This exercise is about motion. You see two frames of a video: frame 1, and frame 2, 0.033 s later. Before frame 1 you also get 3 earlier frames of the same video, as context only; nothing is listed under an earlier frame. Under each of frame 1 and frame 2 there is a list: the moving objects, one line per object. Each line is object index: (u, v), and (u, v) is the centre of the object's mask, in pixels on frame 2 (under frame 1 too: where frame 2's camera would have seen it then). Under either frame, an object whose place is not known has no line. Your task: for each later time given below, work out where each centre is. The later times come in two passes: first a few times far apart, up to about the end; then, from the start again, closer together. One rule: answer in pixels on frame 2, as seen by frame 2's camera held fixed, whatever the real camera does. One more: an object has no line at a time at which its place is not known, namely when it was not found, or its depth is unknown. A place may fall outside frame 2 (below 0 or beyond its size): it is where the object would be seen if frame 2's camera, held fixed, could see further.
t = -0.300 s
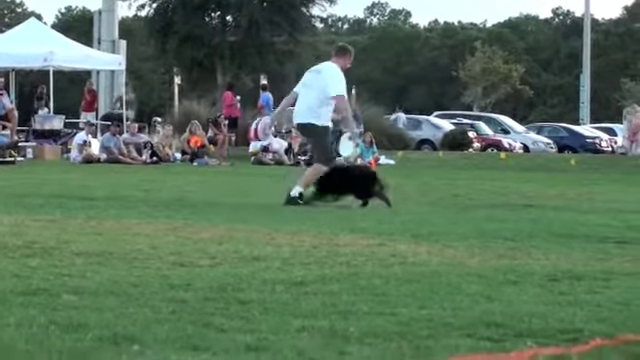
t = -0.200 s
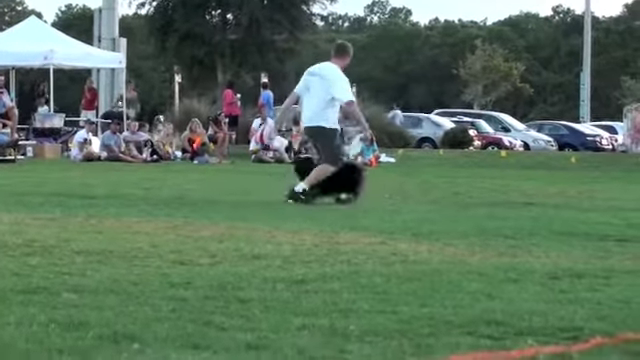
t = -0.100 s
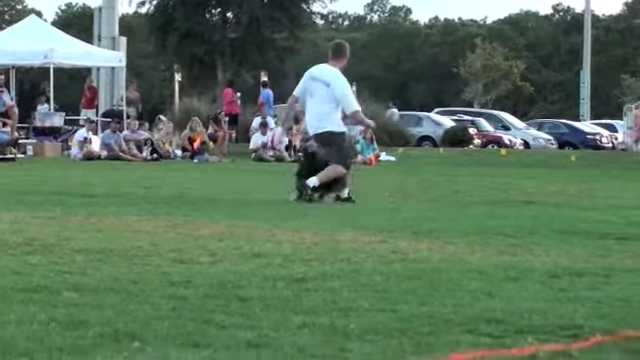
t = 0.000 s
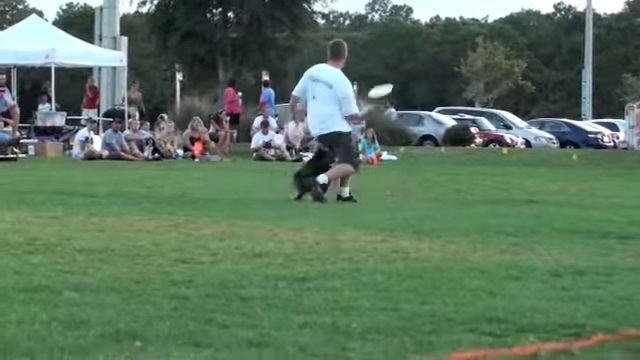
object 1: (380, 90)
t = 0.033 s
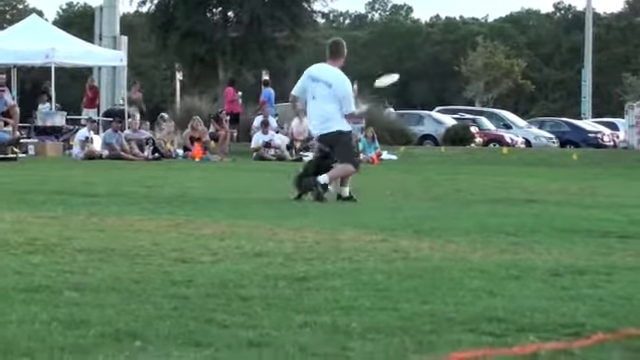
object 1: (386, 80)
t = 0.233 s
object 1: (423, 46)
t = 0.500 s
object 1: (468, 55)
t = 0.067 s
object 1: (393, 71)
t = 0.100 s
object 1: (399, 64)
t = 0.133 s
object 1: (405, 57)
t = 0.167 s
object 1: (411, 52)
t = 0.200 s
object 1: (417, 49)
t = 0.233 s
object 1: (423, 46)
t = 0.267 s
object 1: (429, 44)
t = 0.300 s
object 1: (434, 43)
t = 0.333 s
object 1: (440, 43)
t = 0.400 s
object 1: (451, 46)
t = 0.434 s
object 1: (457, 48)
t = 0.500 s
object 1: (468, 55)
